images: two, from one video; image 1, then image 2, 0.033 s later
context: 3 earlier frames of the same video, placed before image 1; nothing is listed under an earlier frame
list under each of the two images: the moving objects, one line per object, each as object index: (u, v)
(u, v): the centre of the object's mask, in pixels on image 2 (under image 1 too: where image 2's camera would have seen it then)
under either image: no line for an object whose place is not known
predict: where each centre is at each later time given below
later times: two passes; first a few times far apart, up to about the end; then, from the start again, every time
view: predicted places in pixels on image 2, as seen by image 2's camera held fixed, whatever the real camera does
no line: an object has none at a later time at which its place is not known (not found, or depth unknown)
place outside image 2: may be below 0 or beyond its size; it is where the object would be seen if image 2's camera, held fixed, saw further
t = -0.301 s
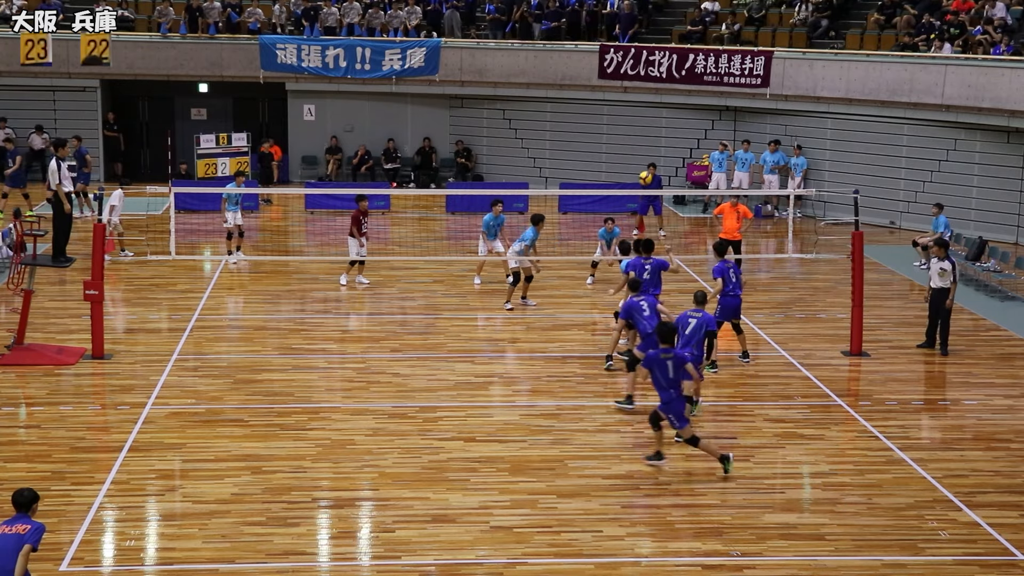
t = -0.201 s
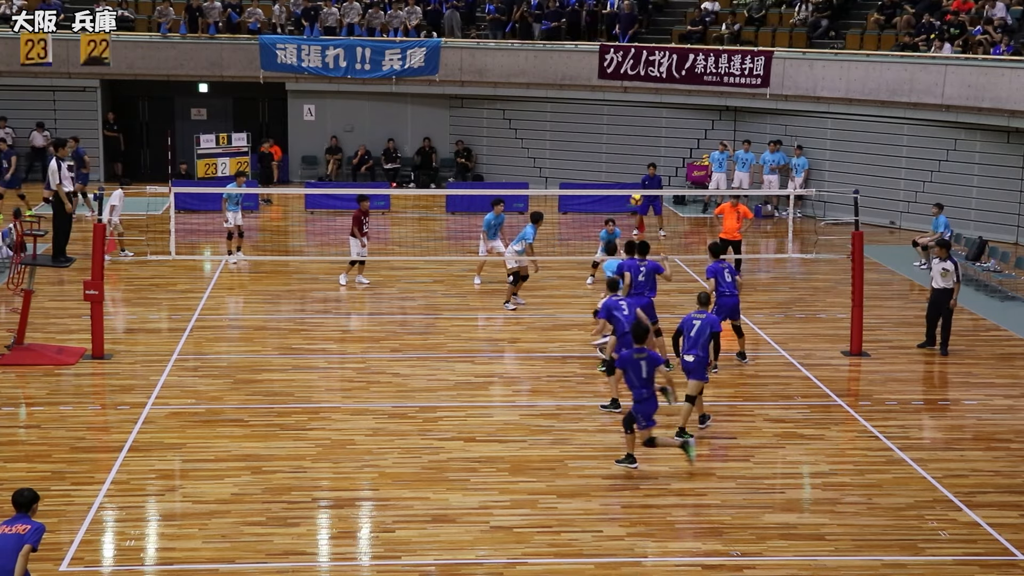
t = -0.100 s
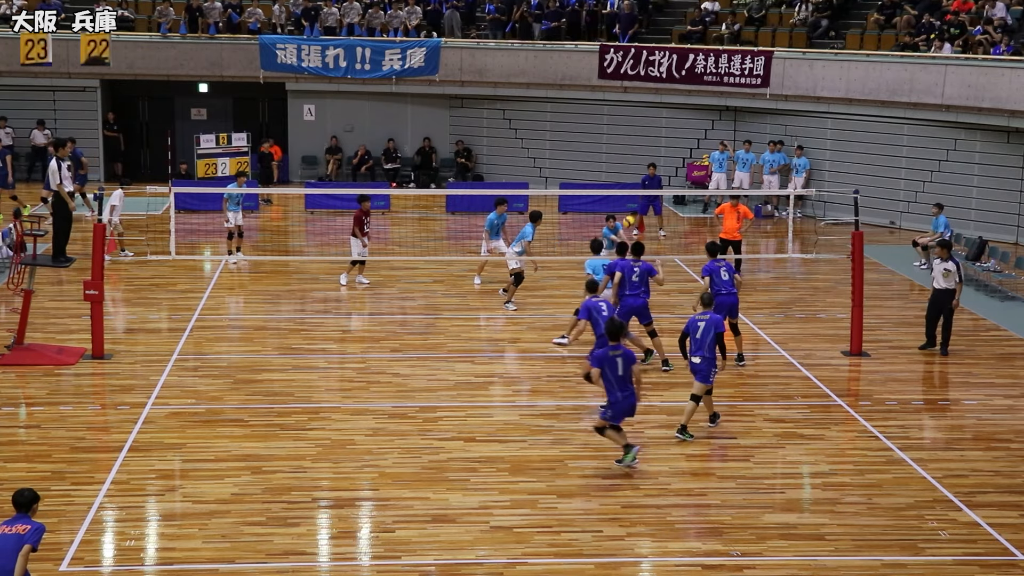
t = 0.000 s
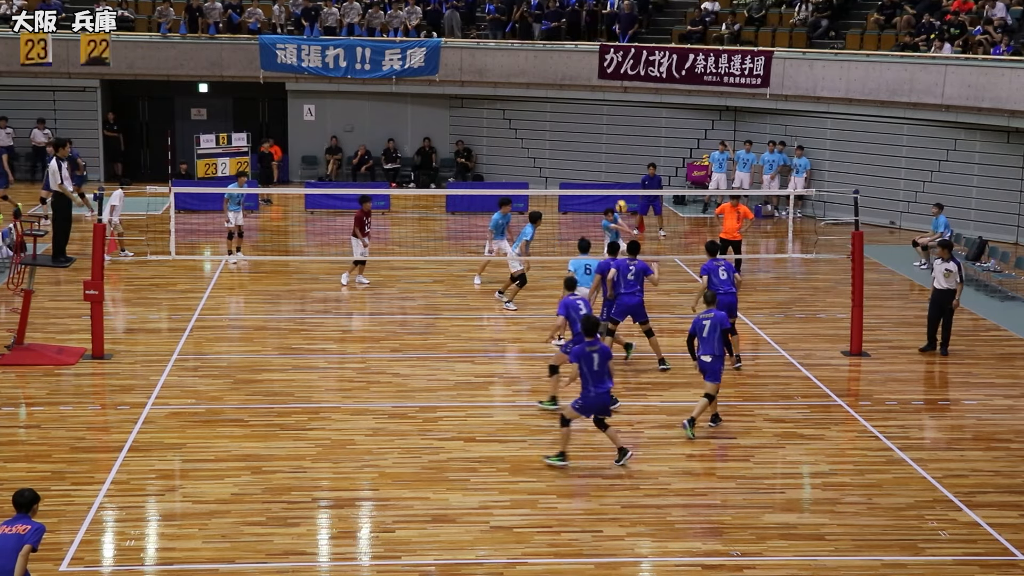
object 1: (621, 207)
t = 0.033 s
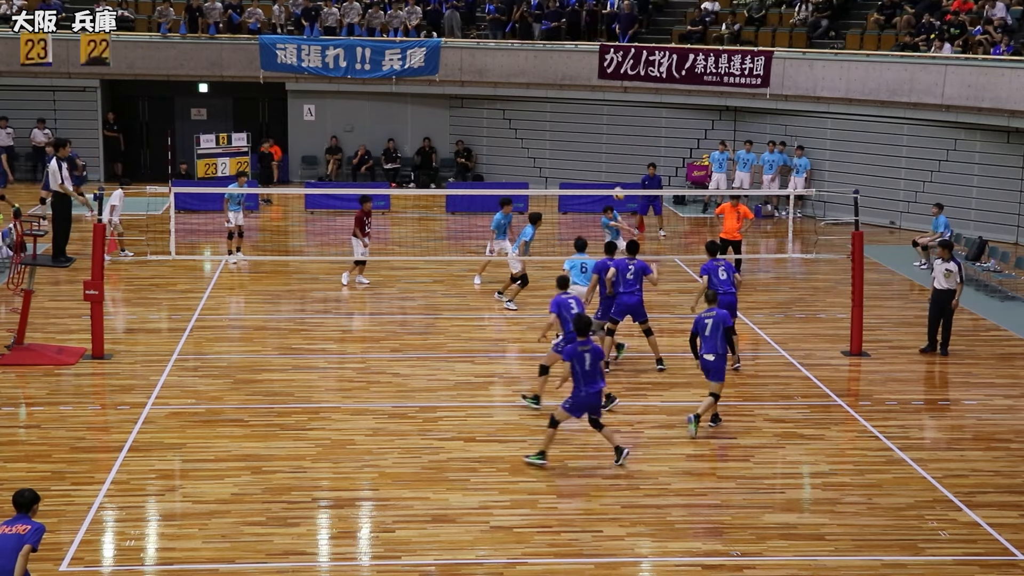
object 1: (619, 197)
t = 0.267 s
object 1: (598, 118)
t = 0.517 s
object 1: (574, 68)
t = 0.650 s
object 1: (561, 56)
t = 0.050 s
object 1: (617, 185)
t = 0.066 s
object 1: (616, 181)
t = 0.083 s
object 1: (615, 175)
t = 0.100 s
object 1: (613, 169)
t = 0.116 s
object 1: (611, 163)
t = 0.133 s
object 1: (610, 158)
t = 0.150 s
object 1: (608, 152)
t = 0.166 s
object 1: (607, 147)
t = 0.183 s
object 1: (606, 142)
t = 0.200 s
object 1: (604, 137)
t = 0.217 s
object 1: (603, 132)
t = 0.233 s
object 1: (601, 127)
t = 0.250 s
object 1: (600, 122)
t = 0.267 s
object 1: (598, 118)
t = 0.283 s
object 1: (597, 113)
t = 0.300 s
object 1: (595, 109)
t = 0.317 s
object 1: (594, 105)
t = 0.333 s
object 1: (592, 101)
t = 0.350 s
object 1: (590, 97)
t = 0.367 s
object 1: (589, 94)
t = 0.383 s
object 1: (587, 90)
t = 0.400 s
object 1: (585, 87)
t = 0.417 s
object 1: (584, 84)
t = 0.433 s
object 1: (582, 81)
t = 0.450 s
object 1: (581, 78)
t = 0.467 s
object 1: (579, 76)
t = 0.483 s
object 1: (577, 73)
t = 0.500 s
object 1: (575, 71)
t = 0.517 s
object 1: (574, 68)
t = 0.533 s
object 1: (572, 66)
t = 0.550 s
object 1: (571, 65)
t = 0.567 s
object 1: (569, 62)
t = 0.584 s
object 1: (567, 61)
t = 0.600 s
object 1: (566, 59)
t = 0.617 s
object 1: (564, 58)
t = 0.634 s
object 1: (562, 57)
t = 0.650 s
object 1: (561, 56)
